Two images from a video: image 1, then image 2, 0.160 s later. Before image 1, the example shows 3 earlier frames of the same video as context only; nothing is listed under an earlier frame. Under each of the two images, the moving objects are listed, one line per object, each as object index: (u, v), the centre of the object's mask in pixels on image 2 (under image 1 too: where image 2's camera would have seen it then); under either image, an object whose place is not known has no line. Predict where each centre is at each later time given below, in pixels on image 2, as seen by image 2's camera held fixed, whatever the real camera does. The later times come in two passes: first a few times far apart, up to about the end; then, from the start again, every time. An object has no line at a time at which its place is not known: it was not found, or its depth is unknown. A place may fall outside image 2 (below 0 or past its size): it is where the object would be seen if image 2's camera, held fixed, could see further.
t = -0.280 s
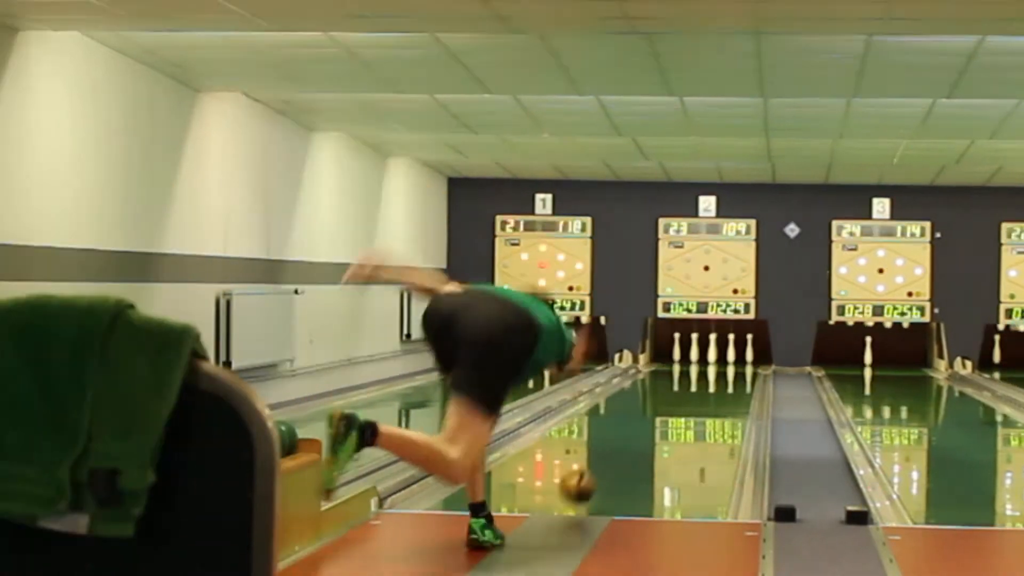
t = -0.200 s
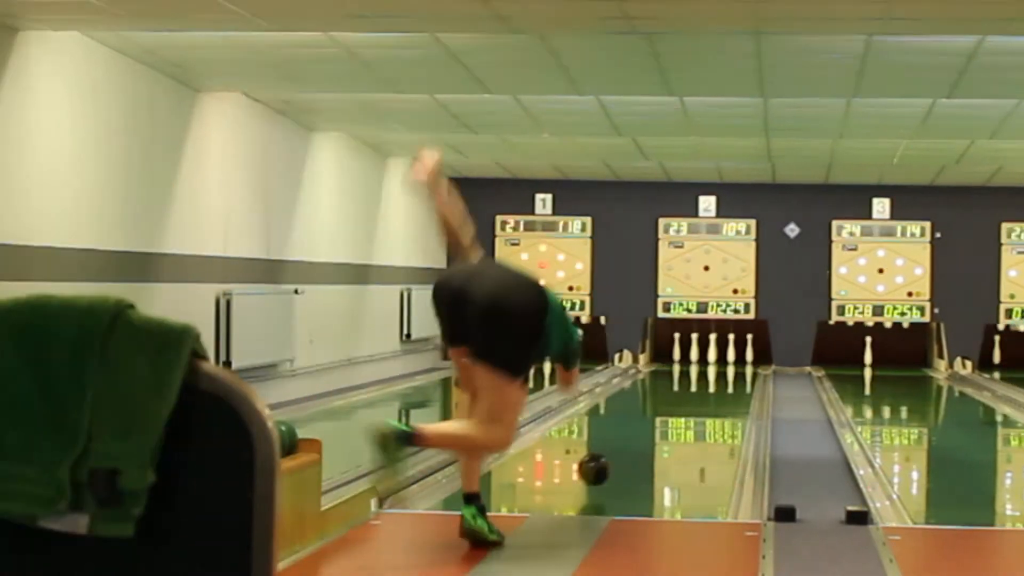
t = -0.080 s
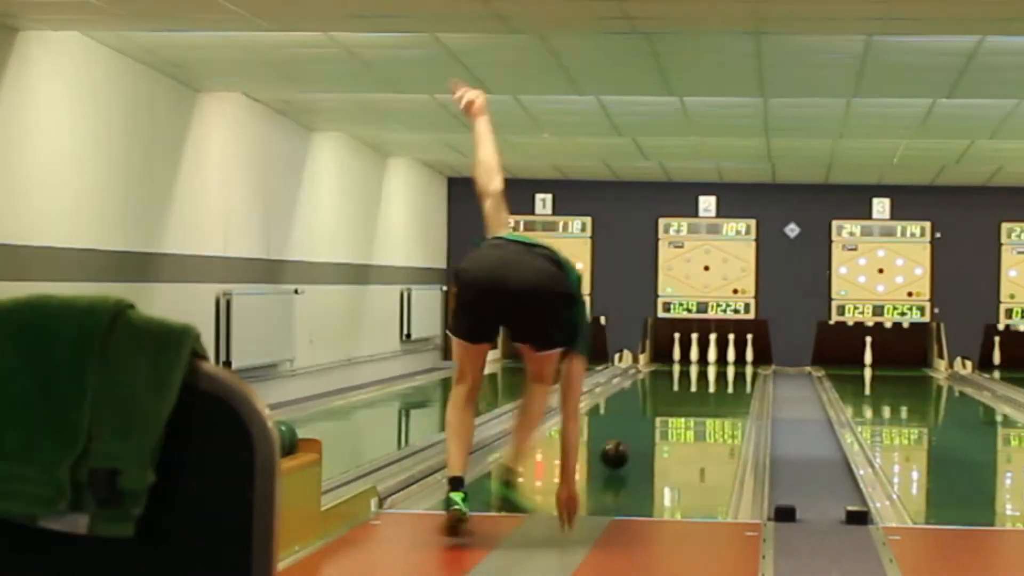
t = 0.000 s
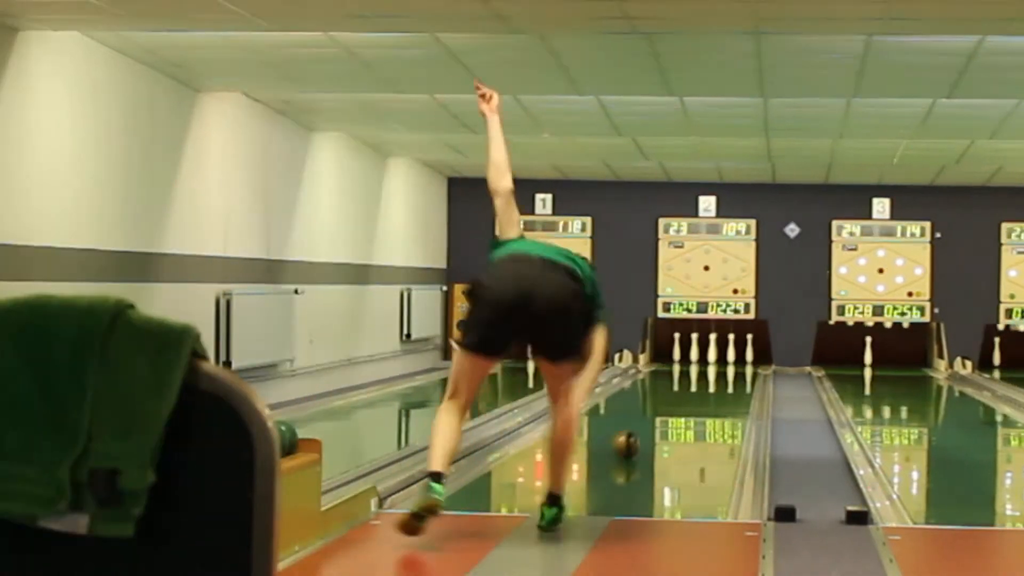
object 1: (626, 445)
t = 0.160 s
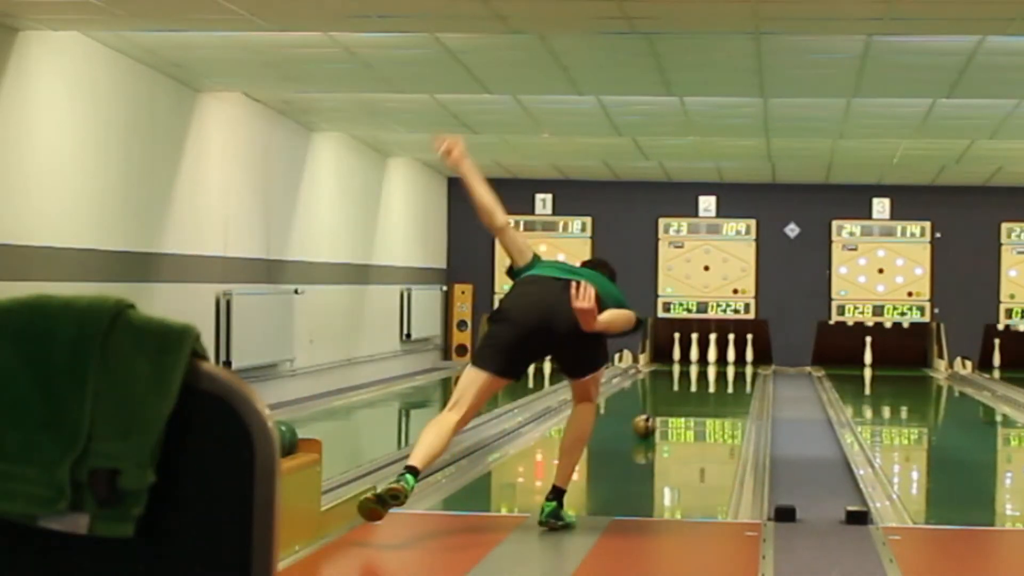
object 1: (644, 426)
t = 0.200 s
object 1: (648, 423)
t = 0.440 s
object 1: (667, 403)
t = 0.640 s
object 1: (678, 391)
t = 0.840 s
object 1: (688, 381)
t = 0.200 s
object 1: (648, 423)
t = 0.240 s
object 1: (652, 420)
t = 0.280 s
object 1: (655, 416)
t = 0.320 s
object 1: (658, 412)
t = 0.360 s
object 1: (661, 410)
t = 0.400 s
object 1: (663, 406)
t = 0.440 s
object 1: (667, 403)
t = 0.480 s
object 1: (670, 401)
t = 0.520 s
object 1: (672, 398)
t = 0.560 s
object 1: (674, 396)
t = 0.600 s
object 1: (676, 394)
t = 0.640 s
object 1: (678, 391)
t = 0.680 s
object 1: (681, 389)
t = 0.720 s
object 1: (682, 388)
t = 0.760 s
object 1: (684, 385)
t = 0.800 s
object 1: (687, 384)
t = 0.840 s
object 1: (688, 381)
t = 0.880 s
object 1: (691, 380)
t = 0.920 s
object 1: (691, 379)
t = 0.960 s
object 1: (694, 376)
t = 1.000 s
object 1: (692, 375)
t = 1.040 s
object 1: (695, 374)
